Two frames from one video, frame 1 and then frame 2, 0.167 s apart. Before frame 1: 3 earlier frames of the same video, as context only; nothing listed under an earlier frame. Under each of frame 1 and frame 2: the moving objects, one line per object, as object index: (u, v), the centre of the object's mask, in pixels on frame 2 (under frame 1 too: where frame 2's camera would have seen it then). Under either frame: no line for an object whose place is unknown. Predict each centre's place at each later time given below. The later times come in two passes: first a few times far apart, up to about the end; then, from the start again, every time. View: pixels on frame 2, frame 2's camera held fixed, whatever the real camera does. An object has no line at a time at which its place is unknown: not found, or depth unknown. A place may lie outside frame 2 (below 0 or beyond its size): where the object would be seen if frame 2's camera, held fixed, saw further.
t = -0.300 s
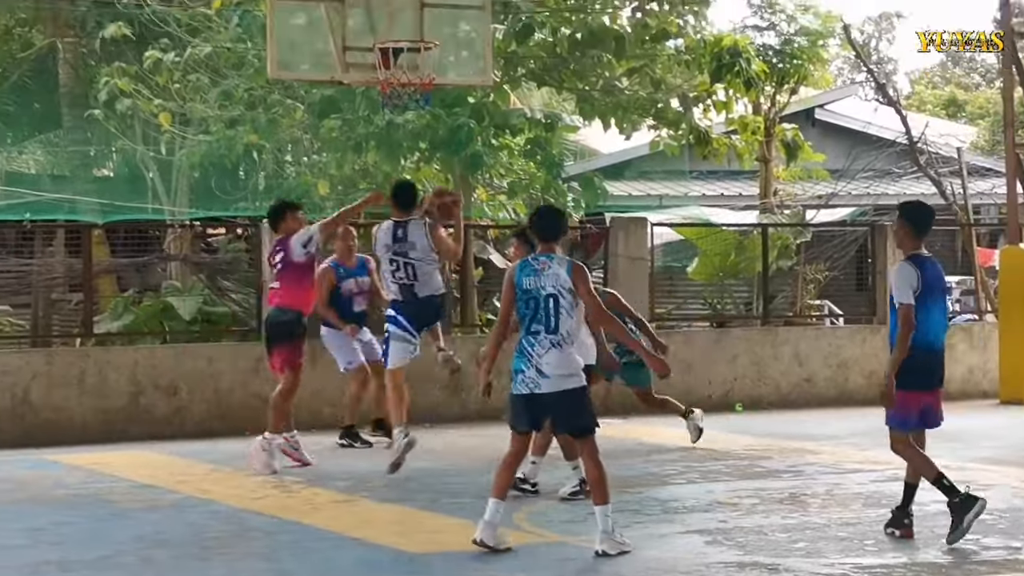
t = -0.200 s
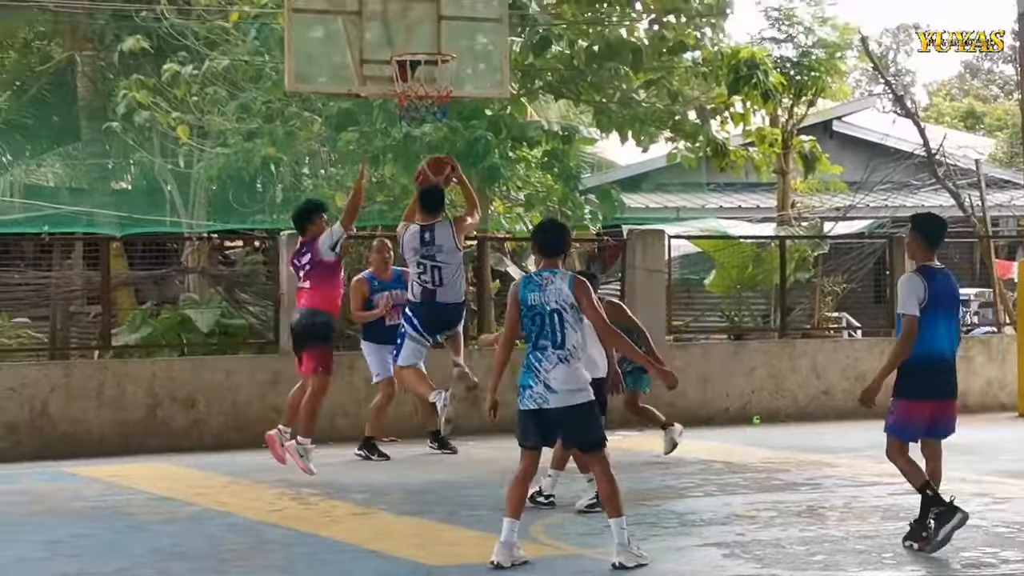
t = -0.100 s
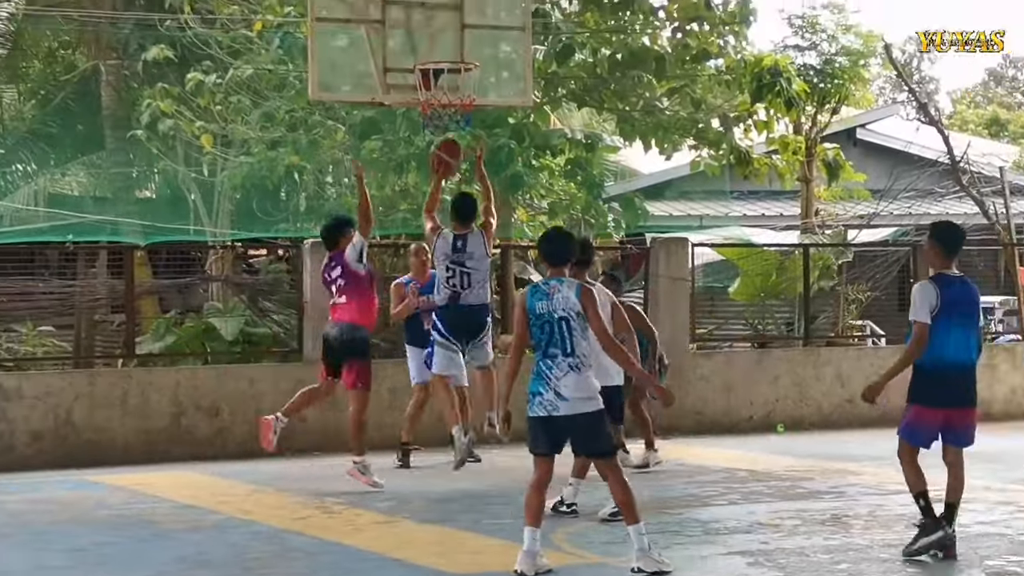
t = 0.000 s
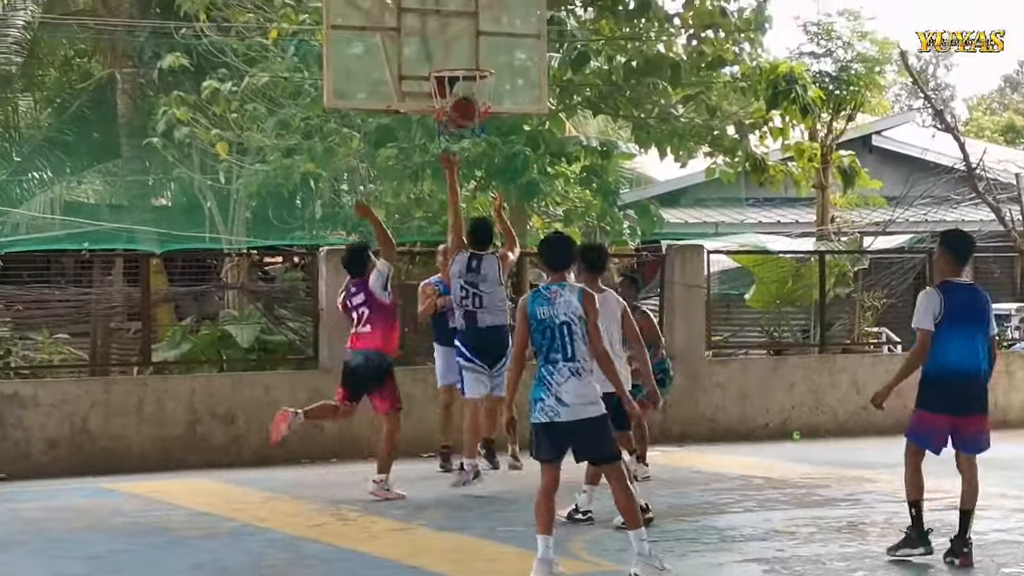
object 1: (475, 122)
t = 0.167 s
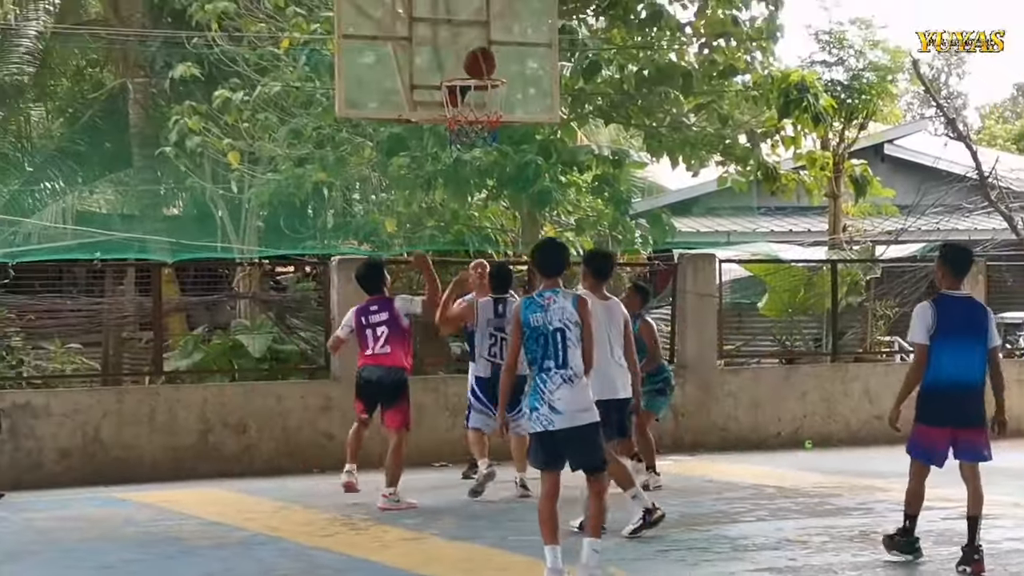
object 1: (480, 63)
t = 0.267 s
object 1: (482, 48)
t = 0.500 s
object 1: (488, 66)
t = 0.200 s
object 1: (480, 57)
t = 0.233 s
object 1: (481, 52)
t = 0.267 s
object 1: (482, 48)
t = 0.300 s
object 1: (483, 47)
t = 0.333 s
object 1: (483, 46)
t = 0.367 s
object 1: (484, 48)
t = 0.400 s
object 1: (485, 50)
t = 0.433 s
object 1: (486, 54)
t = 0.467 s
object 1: (487, 60)
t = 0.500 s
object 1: (488, 66)
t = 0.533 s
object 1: (489, 67)
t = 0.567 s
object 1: (490, 65)
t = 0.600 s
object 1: (491, 64)
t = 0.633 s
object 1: (492, 64)
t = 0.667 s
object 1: (496, 62)
